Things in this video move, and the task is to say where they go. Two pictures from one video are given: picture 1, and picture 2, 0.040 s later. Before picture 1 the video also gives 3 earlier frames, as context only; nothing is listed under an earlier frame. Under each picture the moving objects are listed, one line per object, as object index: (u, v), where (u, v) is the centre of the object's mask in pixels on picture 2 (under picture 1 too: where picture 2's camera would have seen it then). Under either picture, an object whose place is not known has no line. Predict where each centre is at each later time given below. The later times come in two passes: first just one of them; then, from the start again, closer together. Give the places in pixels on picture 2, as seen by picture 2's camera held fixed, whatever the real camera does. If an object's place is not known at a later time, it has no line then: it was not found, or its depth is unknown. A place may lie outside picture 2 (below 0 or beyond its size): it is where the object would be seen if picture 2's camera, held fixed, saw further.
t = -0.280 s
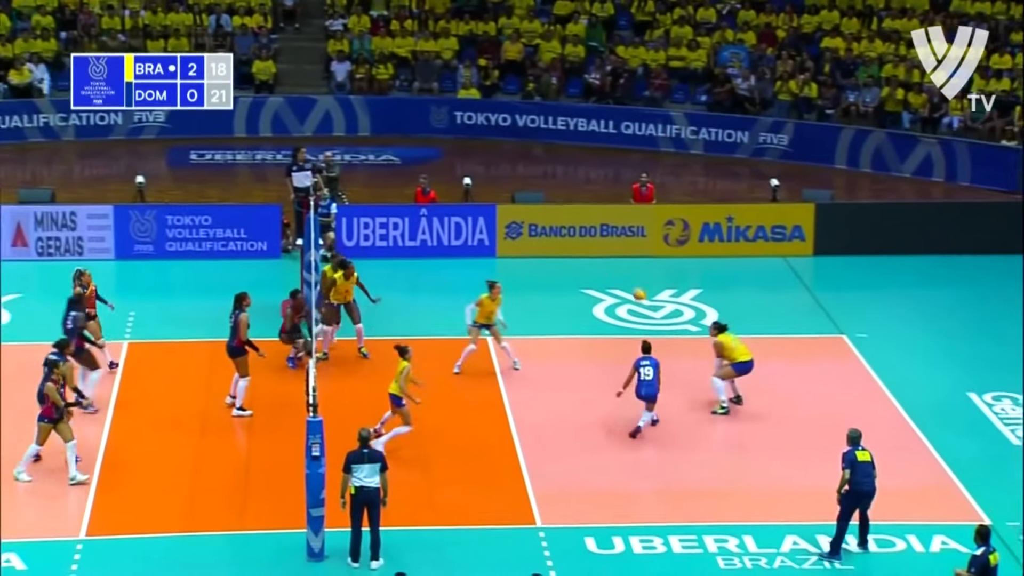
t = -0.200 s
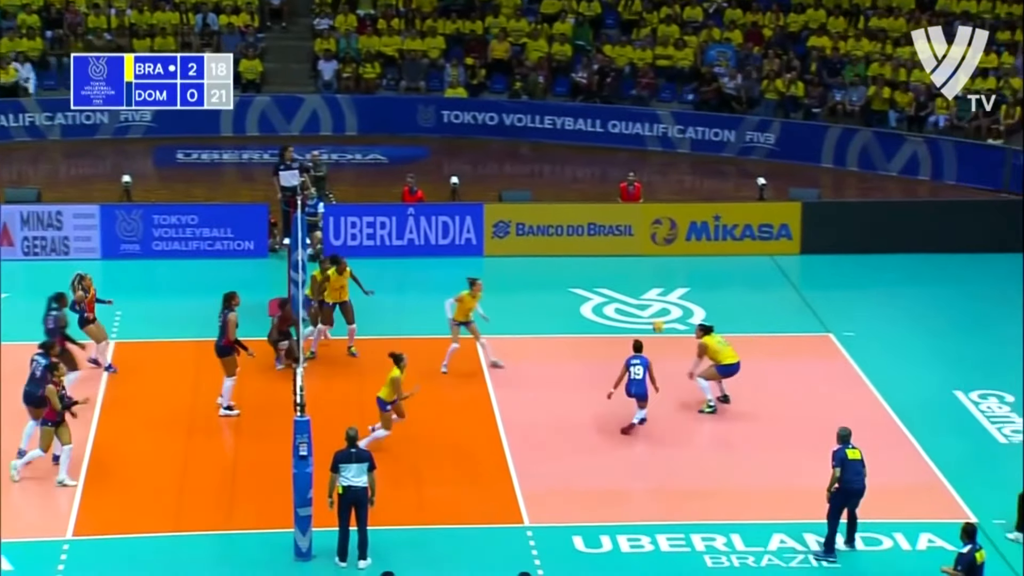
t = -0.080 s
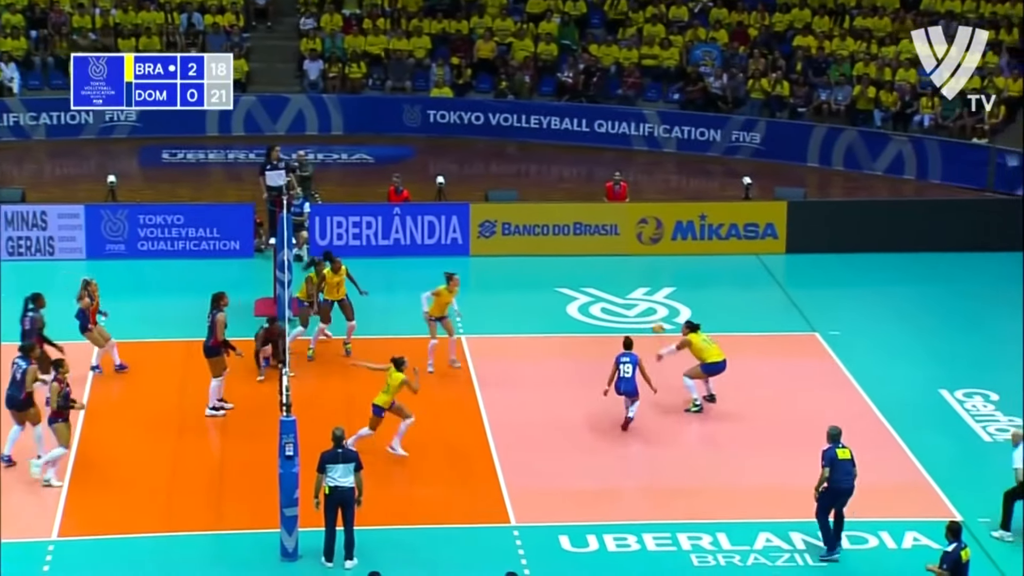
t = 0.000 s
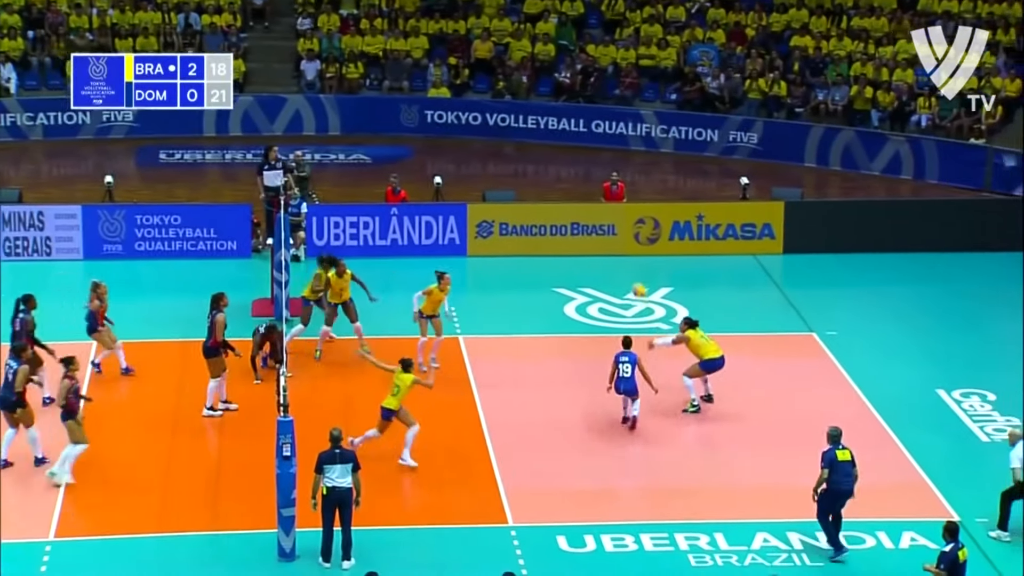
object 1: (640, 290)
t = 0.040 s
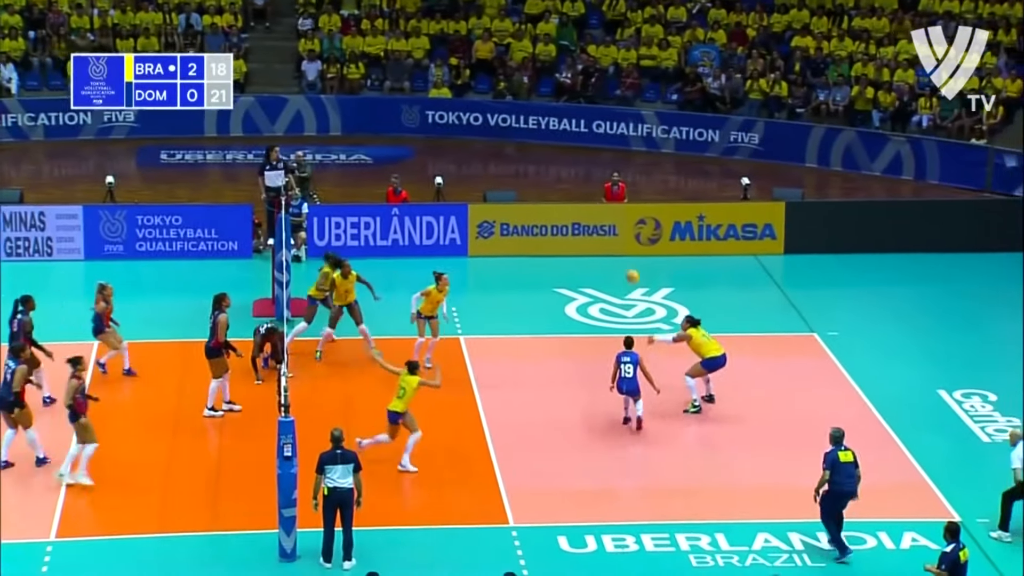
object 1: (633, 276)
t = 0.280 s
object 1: (585, 195)
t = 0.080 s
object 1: (624, 258)
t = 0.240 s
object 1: (593, 206)
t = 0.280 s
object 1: (585, 195)
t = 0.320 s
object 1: (578, 186)
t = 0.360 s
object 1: (570, 178)
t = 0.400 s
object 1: (563, 169)
